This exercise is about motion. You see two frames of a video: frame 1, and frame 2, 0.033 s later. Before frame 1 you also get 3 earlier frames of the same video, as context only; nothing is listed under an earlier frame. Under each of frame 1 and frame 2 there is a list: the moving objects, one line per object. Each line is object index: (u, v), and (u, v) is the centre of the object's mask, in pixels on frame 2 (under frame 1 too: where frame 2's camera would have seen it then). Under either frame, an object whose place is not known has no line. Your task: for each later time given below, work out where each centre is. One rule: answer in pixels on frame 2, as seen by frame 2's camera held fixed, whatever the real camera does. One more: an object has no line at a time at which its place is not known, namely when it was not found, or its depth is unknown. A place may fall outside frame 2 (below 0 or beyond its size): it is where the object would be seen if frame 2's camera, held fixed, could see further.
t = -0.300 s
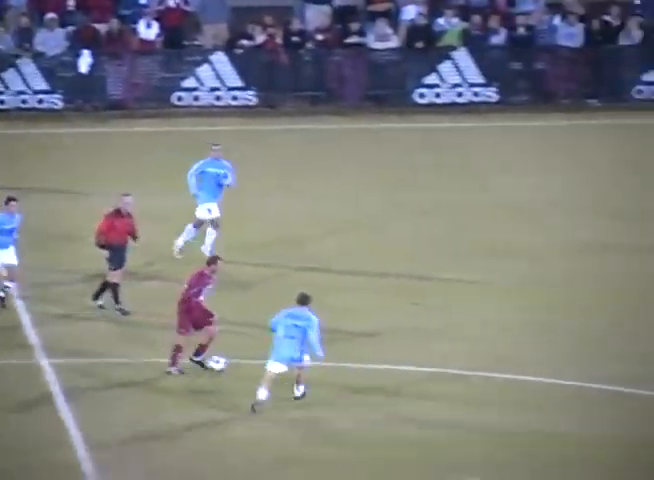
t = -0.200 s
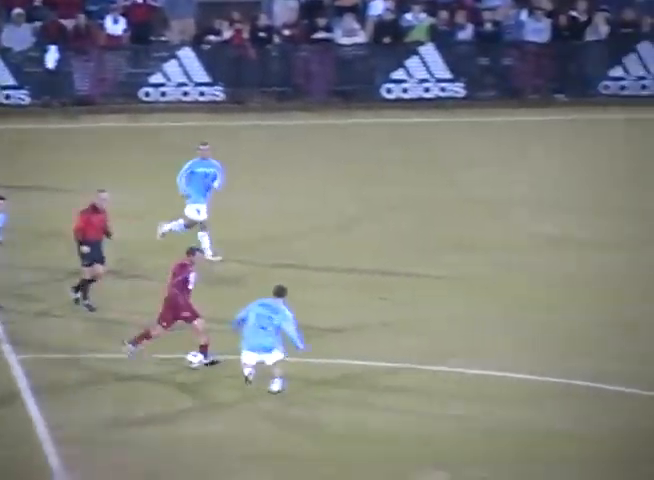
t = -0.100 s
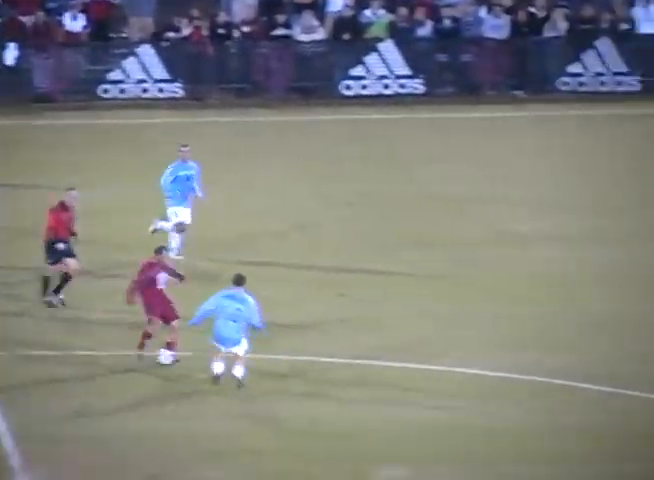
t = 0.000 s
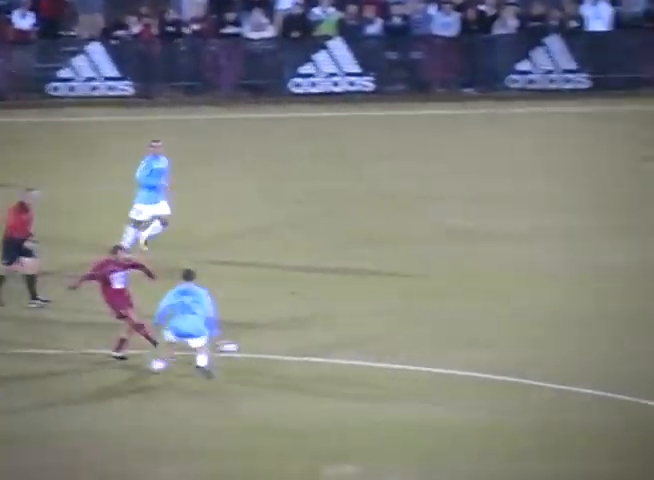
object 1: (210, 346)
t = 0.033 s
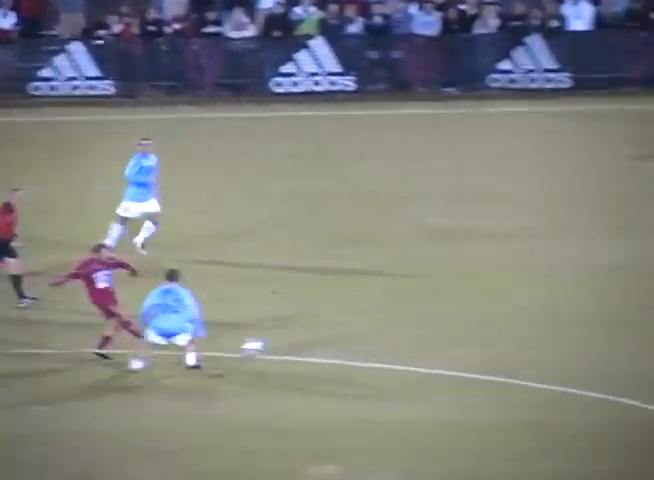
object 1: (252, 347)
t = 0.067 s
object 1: (296, 347)
